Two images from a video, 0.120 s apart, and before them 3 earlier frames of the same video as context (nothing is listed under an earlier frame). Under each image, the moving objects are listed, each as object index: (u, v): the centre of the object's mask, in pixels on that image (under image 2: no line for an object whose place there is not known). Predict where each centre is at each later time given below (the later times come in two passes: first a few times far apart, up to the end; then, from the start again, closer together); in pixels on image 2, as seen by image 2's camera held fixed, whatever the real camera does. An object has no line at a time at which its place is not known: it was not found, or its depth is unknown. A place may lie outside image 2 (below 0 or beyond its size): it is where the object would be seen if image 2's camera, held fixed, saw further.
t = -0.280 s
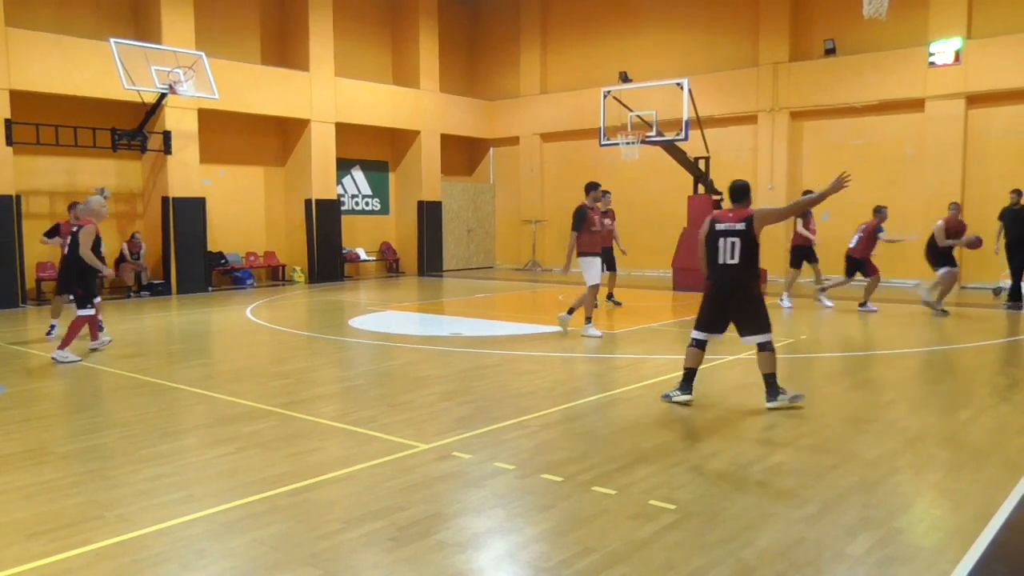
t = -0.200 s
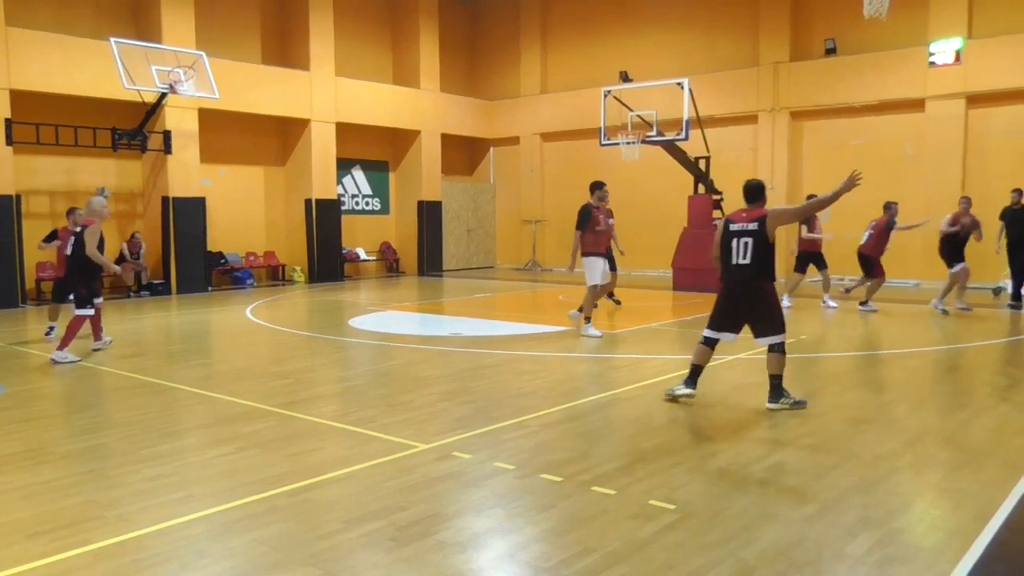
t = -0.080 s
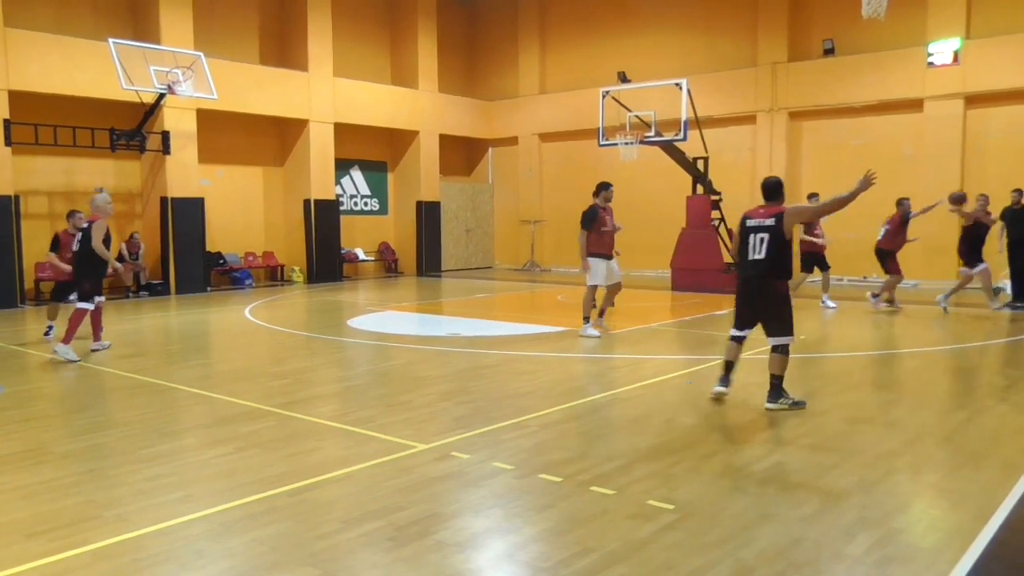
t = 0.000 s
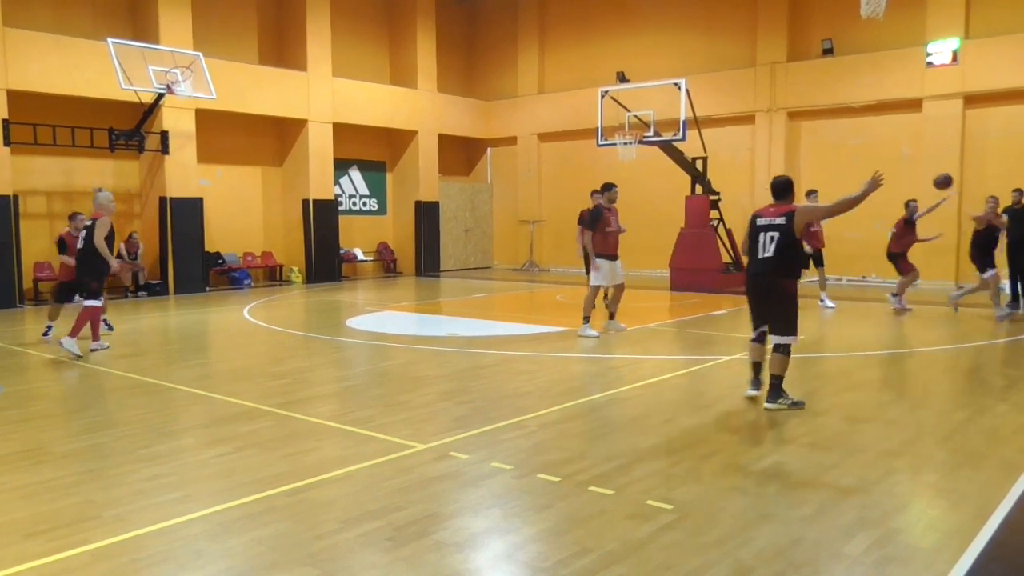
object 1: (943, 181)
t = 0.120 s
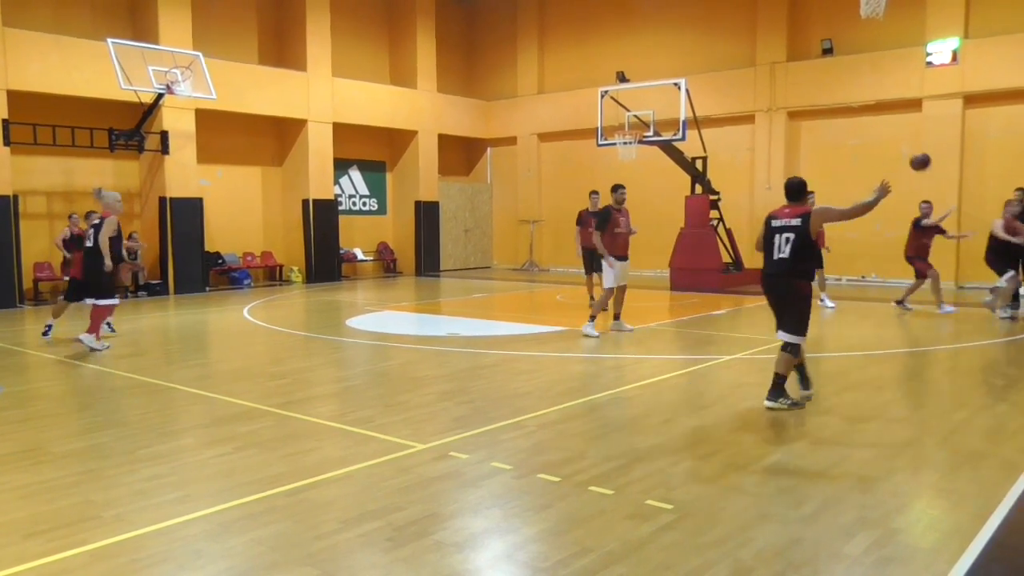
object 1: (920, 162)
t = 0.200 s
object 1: (903, 154)
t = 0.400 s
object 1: (851, 157)
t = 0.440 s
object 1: (839, 161)
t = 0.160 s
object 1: (911, 157)
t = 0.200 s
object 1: (903, 154)
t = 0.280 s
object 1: (884, 151)
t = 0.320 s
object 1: (874, 151)
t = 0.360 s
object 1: (863, 153)
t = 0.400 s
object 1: (851, 157)
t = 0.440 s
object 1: (839, 161)
